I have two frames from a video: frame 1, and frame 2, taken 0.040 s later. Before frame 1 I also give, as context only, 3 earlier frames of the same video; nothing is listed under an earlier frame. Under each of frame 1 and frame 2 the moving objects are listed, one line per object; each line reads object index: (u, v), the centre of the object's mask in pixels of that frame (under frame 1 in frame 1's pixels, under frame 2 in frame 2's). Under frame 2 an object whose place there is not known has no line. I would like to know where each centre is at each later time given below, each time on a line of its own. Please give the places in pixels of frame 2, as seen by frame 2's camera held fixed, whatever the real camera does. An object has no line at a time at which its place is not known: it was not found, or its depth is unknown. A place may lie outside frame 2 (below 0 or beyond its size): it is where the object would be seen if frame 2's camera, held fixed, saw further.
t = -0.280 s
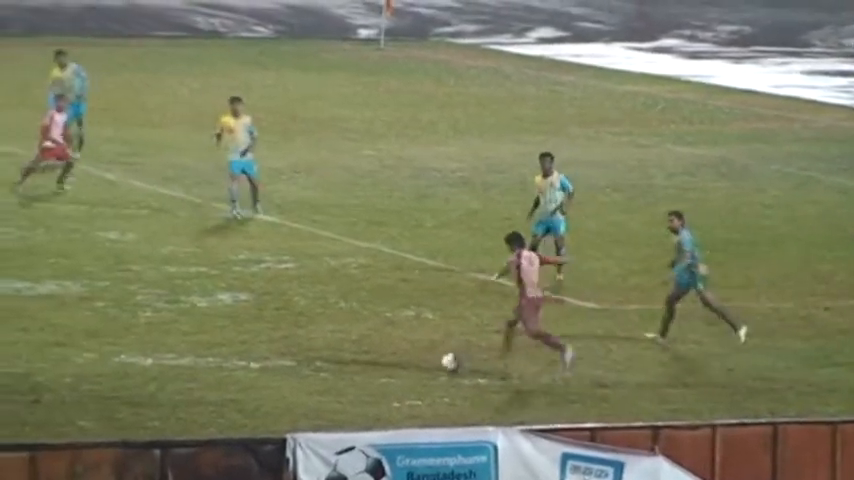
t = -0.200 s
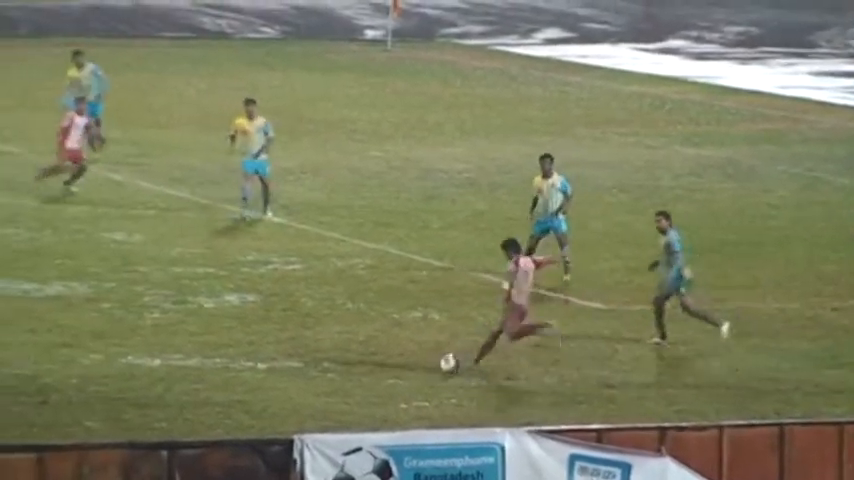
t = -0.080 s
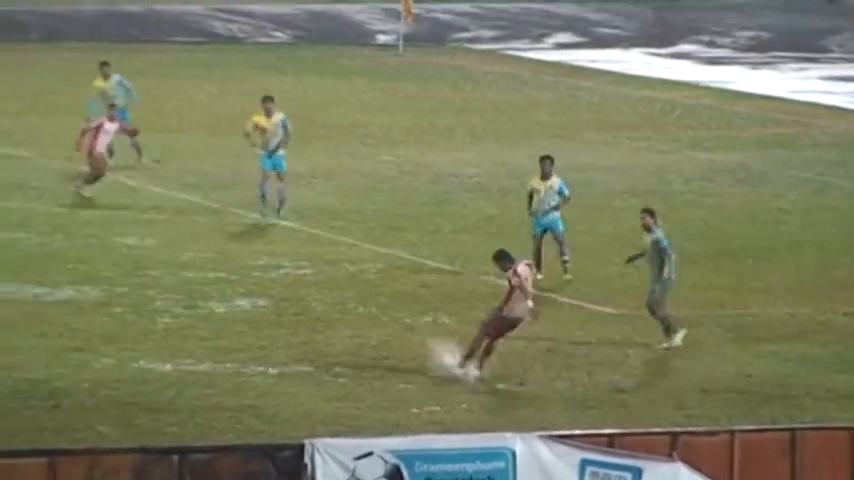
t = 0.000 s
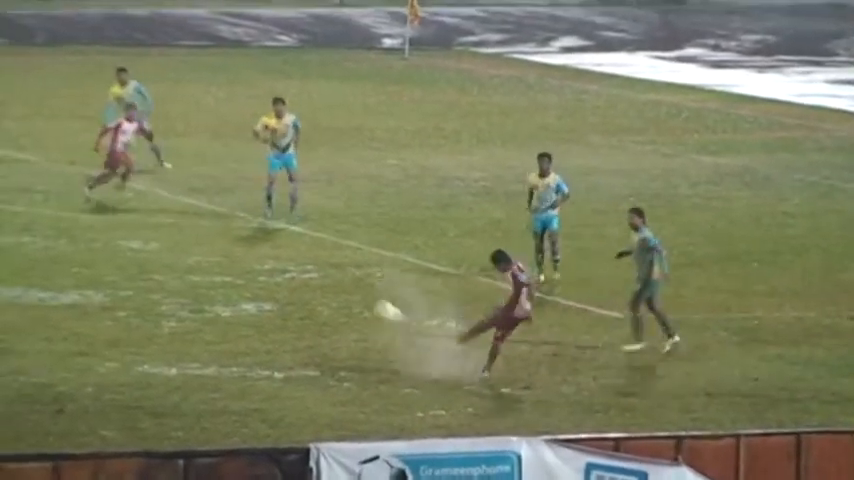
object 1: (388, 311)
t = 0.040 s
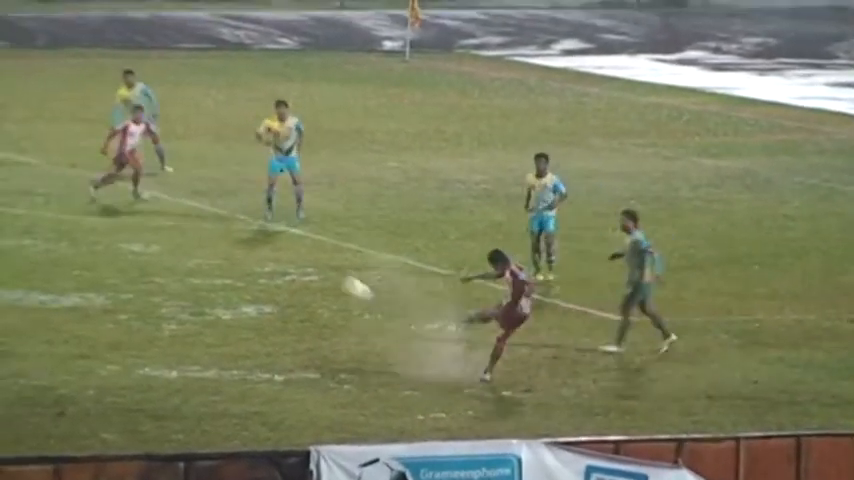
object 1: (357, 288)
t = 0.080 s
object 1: (325, 264)
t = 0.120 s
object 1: (295, 240)
